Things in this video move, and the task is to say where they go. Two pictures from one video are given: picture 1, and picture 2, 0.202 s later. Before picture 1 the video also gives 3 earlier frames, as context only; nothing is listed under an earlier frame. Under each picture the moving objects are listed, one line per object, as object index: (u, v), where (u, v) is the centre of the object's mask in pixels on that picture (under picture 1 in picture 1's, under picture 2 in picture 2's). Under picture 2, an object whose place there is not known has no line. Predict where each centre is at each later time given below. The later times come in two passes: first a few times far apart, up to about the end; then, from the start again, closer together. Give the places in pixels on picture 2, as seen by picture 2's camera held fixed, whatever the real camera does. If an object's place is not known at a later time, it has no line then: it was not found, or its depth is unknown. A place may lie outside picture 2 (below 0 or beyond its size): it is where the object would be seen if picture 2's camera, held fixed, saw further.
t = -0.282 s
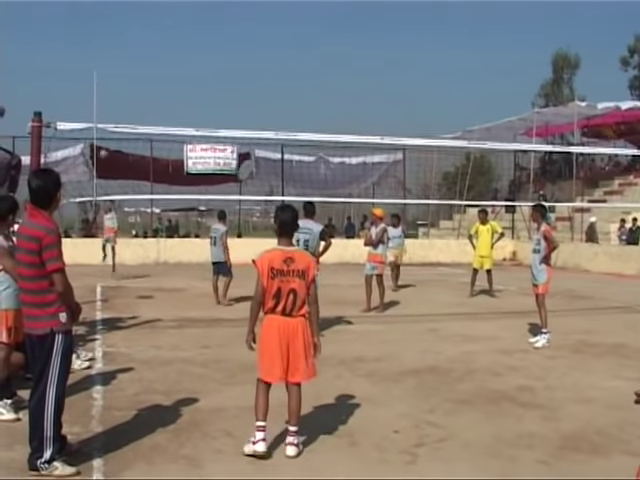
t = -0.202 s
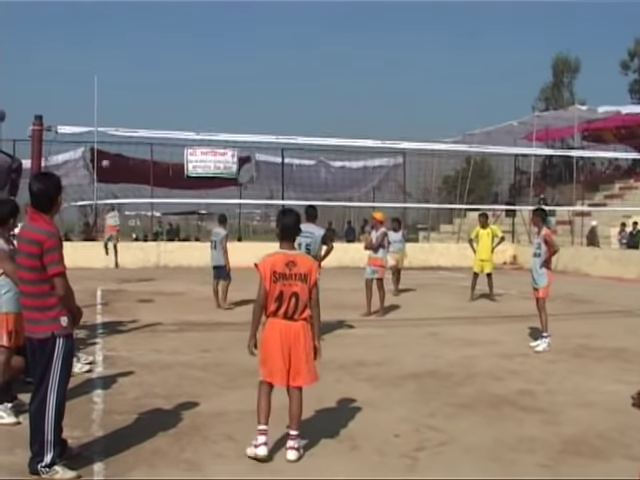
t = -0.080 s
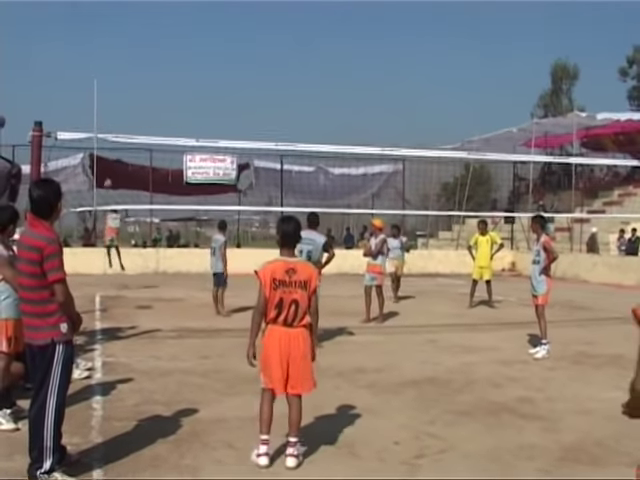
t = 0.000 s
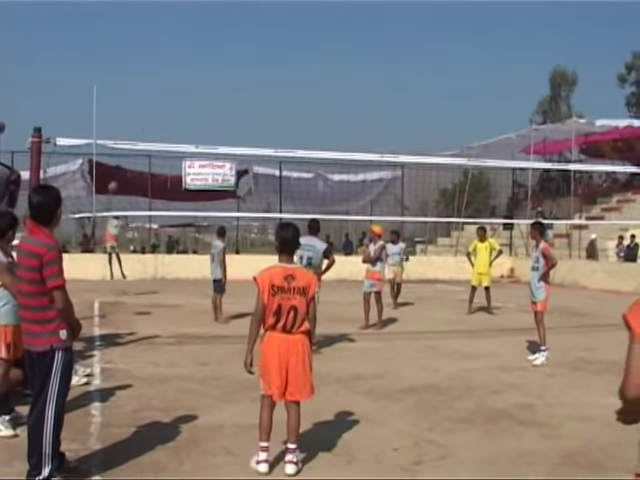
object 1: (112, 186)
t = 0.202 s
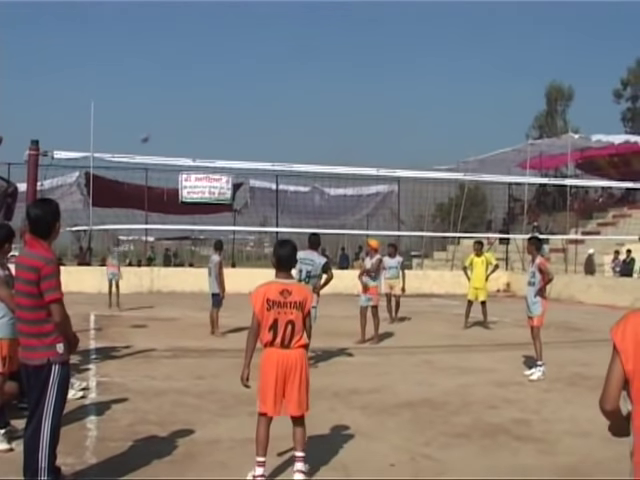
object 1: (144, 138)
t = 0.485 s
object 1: (209, 64)
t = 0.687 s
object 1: (273, 26)
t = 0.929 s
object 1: (379, 9)
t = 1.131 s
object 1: (511, 35)
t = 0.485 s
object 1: (209, 64)
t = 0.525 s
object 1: (220, 55)
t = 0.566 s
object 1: (232, 47)
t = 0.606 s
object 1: (245, 39)
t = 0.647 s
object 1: (259, 32)
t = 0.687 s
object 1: (273, 26)
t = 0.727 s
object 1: (288, 21)
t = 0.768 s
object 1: (303, 16)
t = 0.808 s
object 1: (321, 13)
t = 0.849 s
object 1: (339, 10)
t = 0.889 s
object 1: (358, 9)
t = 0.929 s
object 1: (379, 9)
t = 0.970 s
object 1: (402, 10)
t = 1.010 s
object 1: (426, 13)
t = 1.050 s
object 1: (452, 19)
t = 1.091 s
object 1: (480, 25)
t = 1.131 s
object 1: (511, 35)
